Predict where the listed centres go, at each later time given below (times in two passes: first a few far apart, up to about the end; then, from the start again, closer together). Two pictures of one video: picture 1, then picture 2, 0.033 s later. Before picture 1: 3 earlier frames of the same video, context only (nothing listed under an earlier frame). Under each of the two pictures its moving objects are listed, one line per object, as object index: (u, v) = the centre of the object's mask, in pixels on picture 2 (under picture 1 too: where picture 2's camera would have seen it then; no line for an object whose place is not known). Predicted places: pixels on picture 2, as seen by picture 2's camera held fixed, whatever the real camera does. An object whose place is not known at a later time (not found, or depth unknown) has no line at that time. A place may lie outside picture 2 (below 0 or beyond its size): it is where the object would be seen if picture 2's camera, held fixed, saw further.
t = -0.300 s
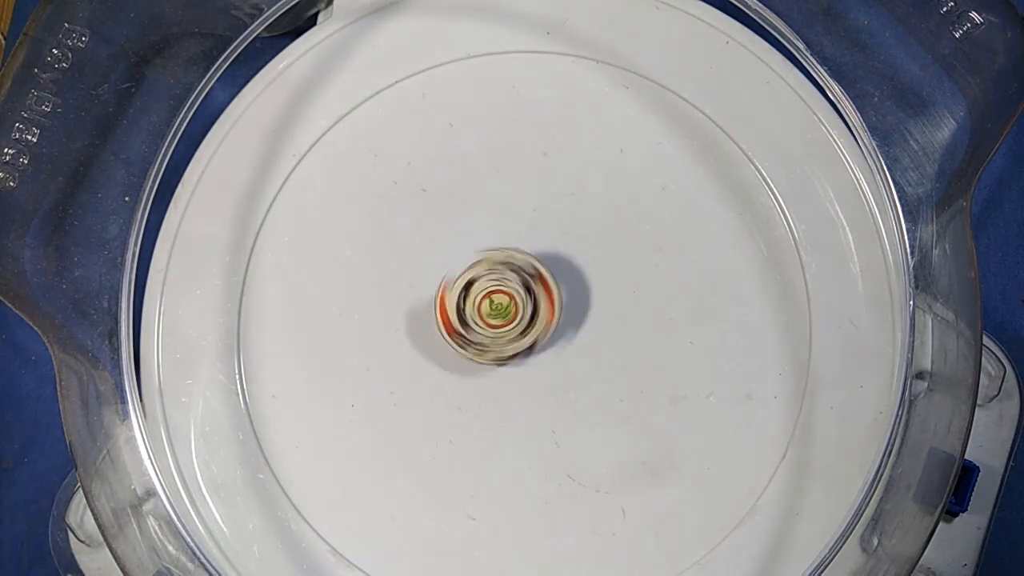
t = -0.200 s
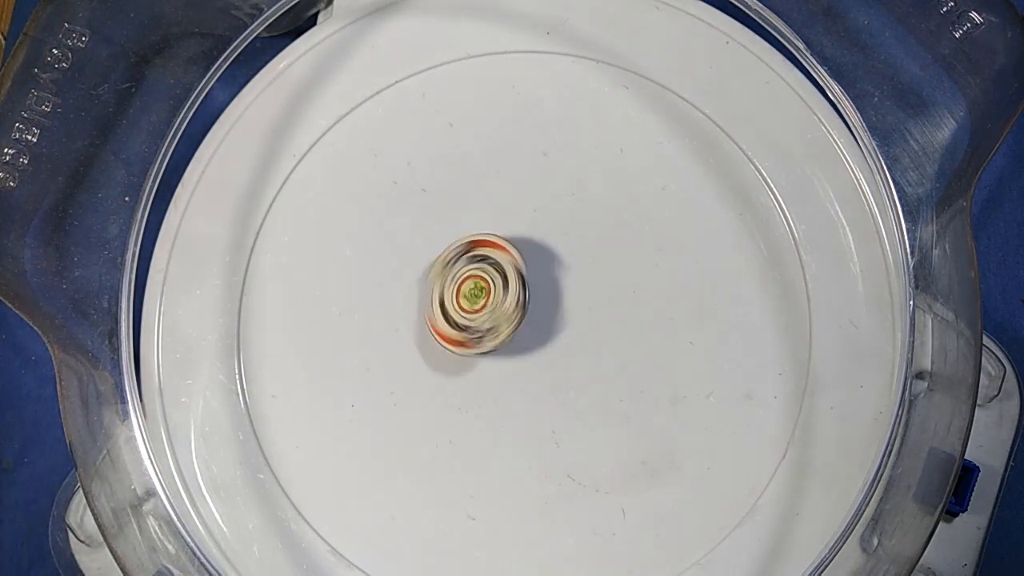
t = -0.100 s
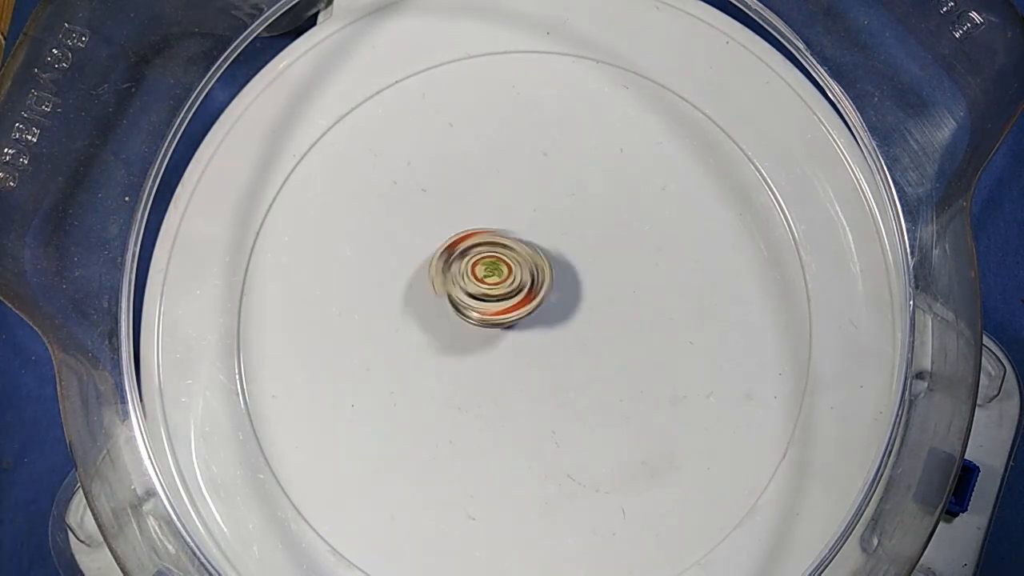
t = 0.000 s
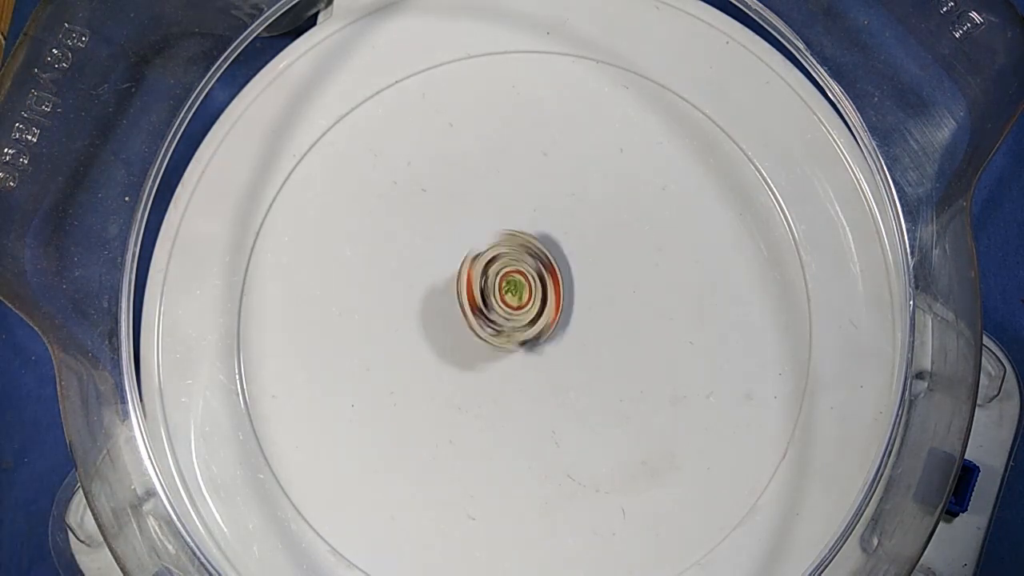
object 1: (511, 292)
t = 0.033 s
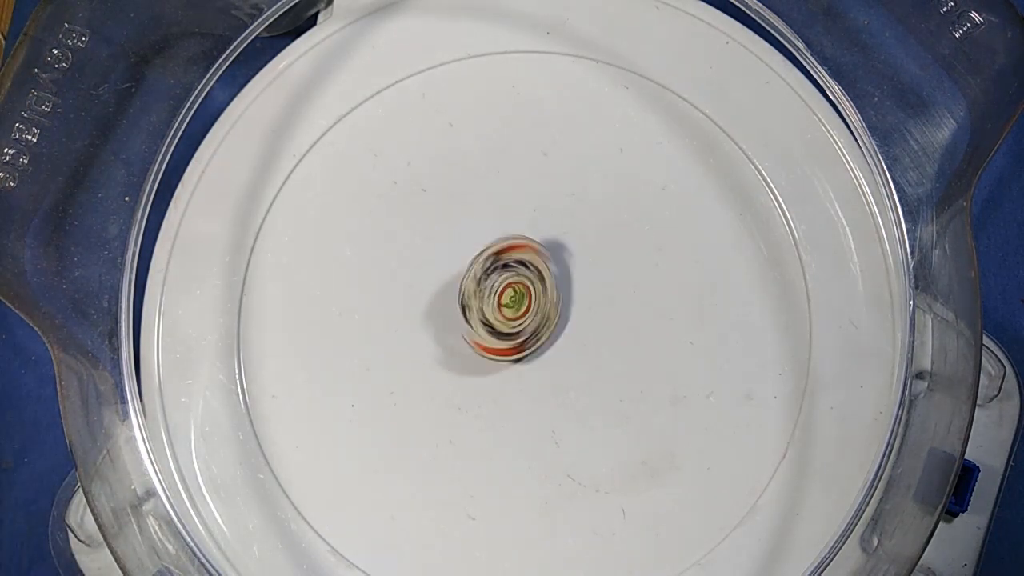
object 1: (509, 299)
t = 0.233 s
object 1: (477, 303)
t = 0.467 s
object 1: (486, 283)
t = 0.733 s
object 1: (475, 296)
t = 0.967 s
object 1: (484, 301)
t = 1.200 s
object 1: (472, 296)
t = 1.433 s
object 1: (483, 300)
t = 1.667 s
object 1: (475, 297)
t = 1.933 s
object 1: (478, 299)
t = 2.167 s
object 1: (482, 301)
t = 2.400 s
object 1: (480, 300)
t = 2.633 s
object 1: (479, 299)
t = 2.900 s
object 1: (481, 300)
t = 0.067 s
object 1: (504, 306)
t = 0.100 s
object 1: (498, 309)
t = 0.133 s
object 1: (493, 310)
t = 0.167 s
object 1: (484, 309)
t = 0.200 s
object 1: (481, 306)
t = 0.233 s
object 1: (477, 303)
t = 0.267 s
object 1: (480, 299)
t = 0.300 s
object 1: (479, 295)
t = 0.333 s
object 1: (478, 290)
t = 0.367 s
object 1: (480, 287)
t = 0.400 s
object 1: (482, 285)
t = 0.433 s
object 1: (483, 284)
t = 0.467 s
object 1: (486, 283)
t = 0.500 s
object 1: (488, 285)
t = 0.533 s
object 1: (489, 286)
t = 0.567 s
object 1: (491, 287)
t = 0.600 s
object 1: (492, 288)
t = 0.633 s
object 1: (491, 291)
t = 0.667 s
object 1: (485, 294)
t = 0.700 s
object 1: (479, 296)
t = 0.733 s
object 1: (475, 296)
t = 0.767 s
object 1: (472, 295)
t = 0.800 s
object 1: (471, 295)
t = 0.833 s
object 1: (472, 296)
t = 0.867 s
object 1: (475, 297)
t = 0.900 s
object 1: (478, 299)
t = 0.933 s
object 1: (481, 301)
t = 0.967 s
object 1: (484, 301)
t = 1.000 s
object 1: (482, 301)
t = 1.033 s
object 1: (479, 300)
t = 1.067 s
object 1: (477, 298)
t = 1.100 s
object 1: (475, 297)
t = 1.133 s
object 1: (473, 296)
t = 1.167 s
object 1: (473, 296)
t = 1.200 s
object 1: (472, 296)
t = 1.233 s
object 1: (473, 296)
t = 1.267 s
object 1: (473, 296)
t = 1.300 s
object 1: (475, 297)
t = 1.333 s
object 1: (477, 298)
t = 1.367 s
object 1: (479, 299)
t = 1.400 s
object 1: (482, 301)
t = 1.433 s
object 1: (483, 300)
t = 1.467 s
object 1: (481, 300)
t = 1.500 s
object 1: (479, 299)
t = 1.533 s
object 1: (477, 298)
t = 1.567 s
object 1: (476, 298)
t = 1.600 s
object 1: (475, 297)
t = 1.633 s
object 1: (475, 297)
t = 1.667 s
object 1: (475, 297)
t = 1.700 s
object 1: (476, 298)
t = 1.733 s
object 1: (477, 298)
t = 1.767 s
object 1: (479, 299)
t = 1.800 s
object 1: (481, 300)
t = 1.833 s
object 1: (483, 301)
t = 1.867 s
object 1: (481, 301)
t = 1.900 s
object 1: (479, 300)
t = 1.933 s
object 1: (478, 299)
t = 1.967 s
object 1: (477, 299)
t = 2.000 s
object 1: (477, 298)
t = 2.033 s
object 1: (477, 298)
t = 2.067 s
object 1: (478, 299)
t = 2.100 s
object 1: (479, 299)
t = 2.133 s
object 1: (481, 300)
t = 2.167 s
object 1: (482, 301)
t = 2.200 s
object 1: (482, 301)
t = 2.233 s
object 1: (480, 300)
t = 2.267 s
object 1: (479, 299)
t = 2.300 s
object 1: (479, 299)
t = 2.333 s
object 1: (479, 299)
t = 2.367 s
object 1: (479, 299)
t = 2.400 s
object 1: (480, 300)
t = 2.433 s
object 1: (481, 300)
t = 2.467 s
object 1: (482, 301)
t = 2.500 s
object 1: (481, 300)
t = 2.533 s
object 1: (480, 300)
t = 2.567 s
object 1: (480, 300)
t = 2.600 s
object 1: (479, 300)
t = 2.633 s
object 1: (479, 299)
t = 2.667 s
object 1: (480, 300)
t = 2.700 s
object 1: (482, 301)
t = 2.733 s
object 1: (482, 301)
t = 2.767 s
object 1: (481, 300)
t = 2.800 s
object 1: (480, 300)
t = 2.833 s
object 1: (480, 300)
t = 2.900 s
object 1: (481, 300)
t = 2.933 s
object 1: (482, 301)
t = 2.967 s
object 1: (482, 301)
